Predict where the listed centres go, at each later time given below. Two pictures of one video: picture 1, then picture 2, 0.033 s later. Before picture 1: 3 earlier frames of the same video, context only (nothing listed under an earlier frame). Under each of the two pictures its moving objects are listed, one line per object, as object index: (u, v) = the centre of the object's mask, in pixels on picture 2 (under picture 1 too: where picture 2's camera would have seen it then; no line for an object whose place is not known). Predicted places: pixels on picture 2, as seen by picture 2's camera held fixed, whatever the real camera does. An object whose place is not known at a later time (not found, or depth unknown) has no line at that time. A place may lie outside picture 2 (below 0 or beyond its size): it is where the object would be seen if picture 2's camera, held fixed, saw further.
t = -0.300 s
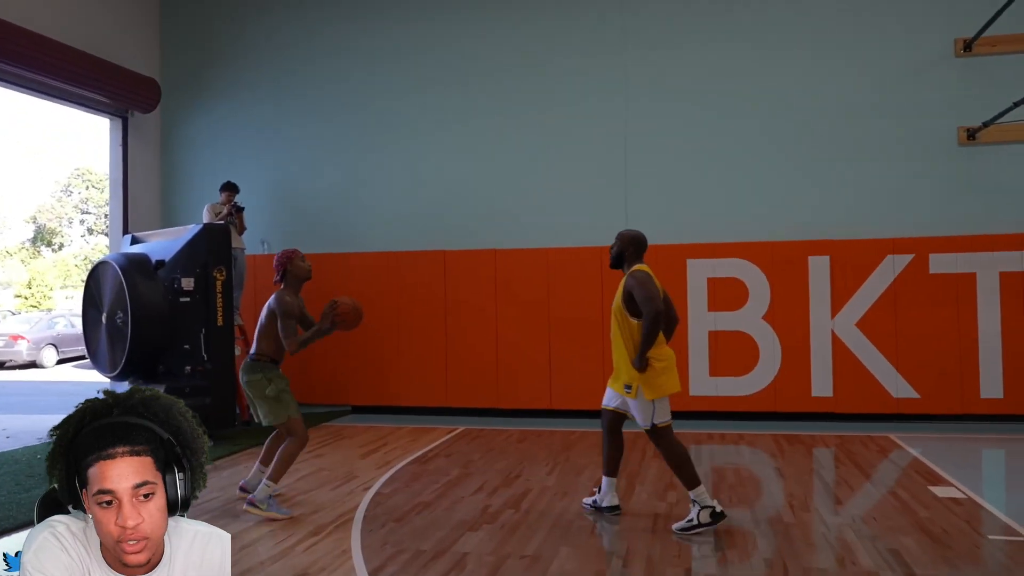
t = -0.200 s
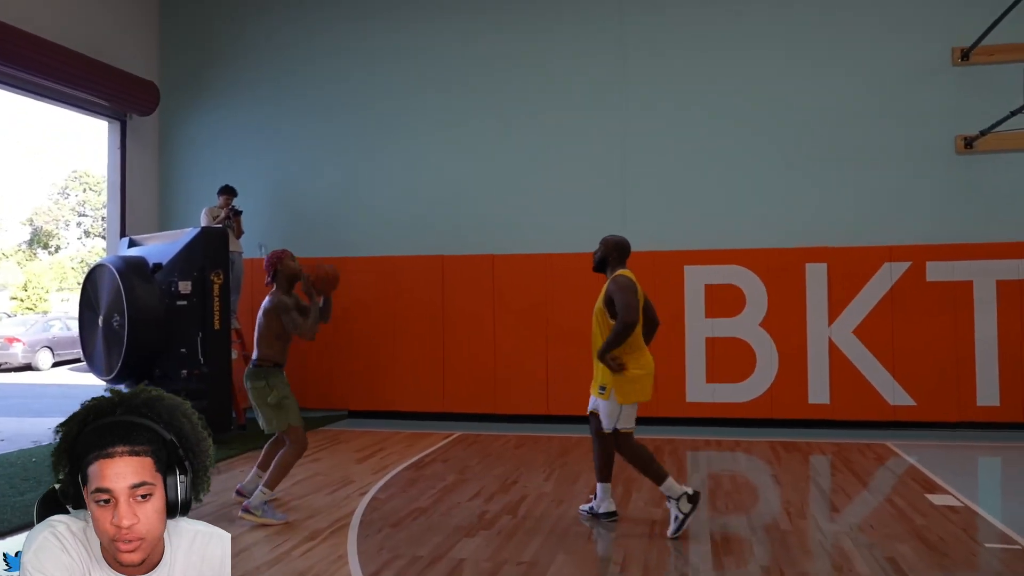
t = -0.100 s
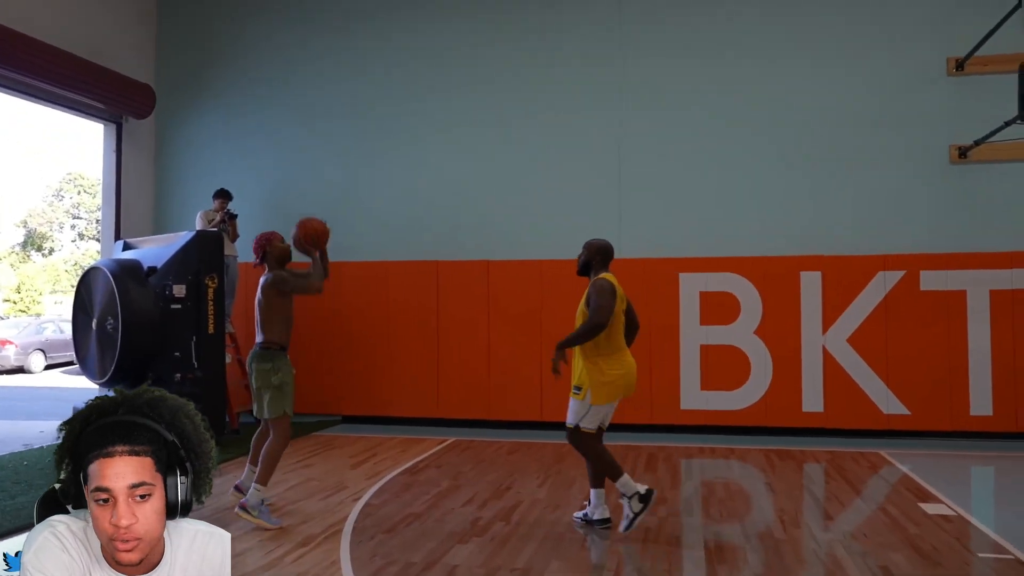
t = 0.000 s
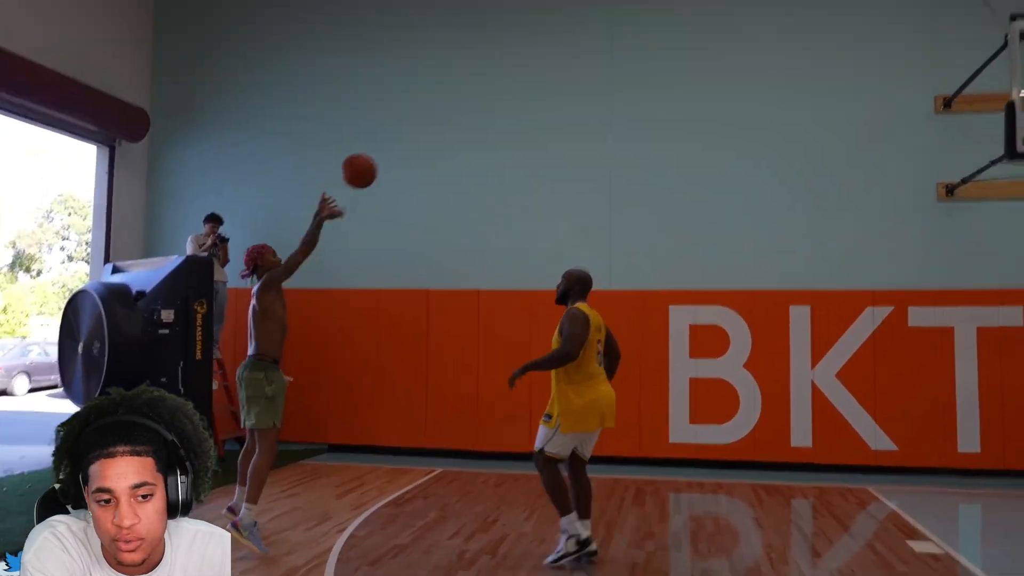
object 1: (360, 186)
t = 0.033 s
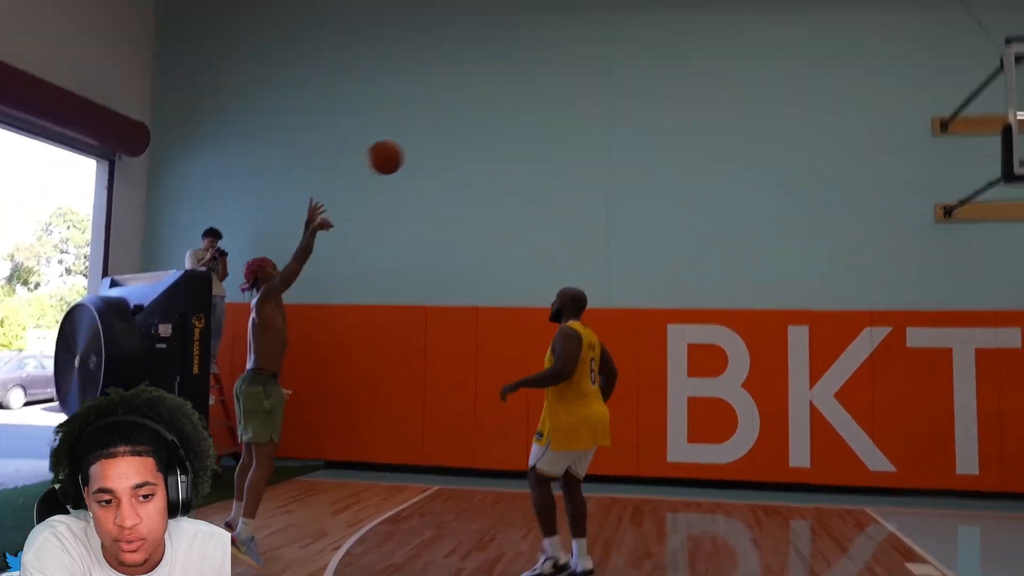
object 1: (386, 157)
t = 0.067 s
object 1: (413, 128)
